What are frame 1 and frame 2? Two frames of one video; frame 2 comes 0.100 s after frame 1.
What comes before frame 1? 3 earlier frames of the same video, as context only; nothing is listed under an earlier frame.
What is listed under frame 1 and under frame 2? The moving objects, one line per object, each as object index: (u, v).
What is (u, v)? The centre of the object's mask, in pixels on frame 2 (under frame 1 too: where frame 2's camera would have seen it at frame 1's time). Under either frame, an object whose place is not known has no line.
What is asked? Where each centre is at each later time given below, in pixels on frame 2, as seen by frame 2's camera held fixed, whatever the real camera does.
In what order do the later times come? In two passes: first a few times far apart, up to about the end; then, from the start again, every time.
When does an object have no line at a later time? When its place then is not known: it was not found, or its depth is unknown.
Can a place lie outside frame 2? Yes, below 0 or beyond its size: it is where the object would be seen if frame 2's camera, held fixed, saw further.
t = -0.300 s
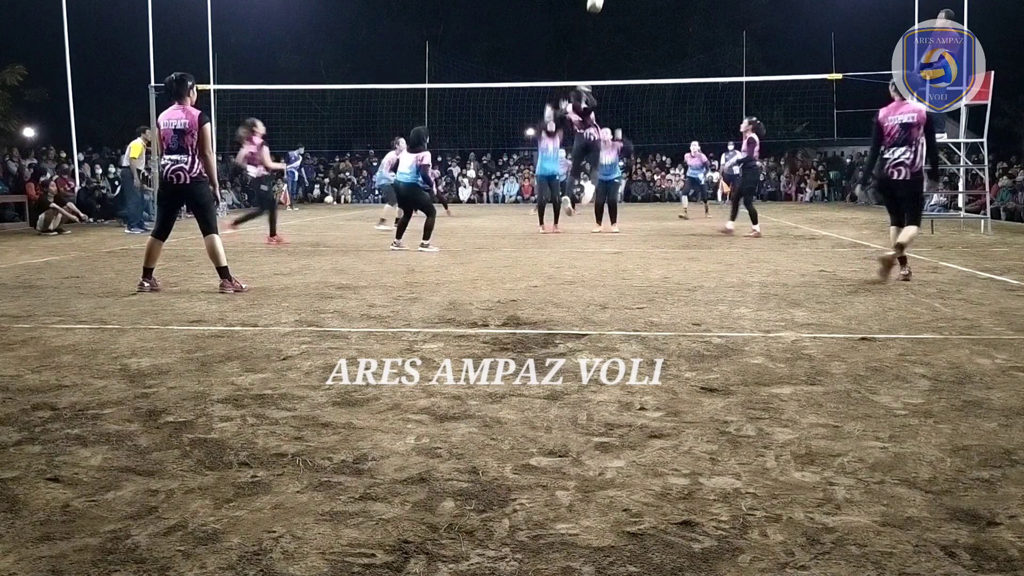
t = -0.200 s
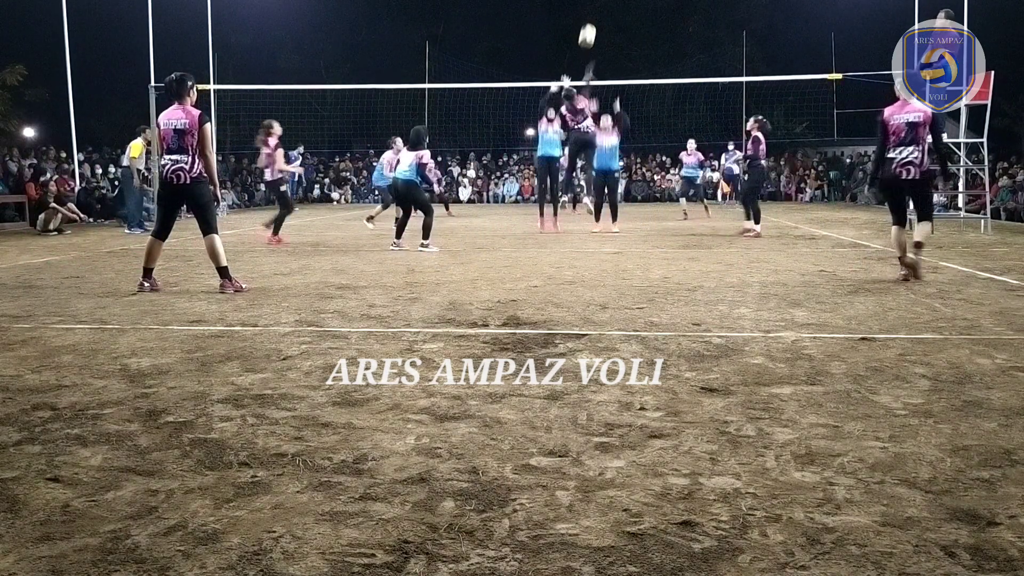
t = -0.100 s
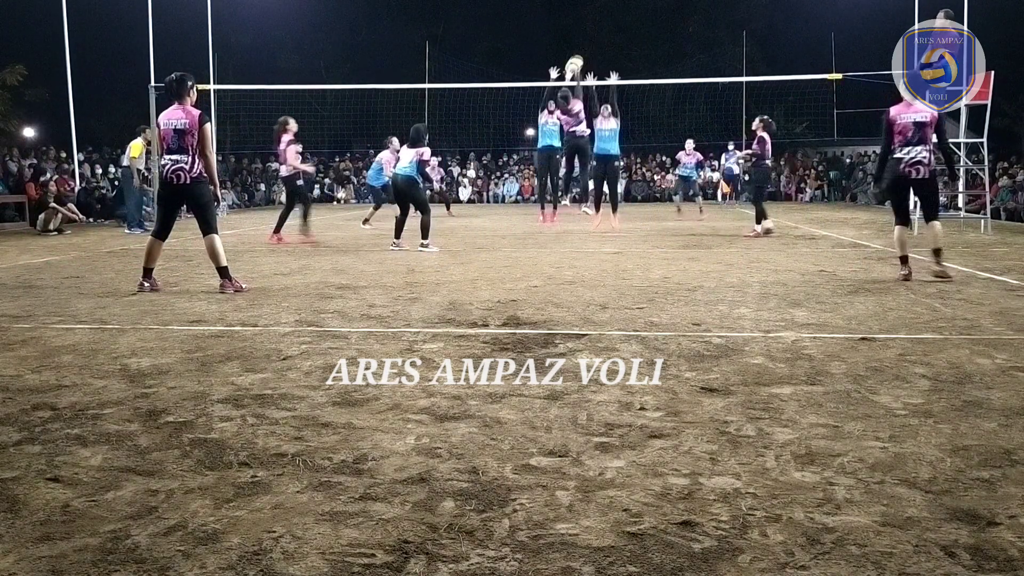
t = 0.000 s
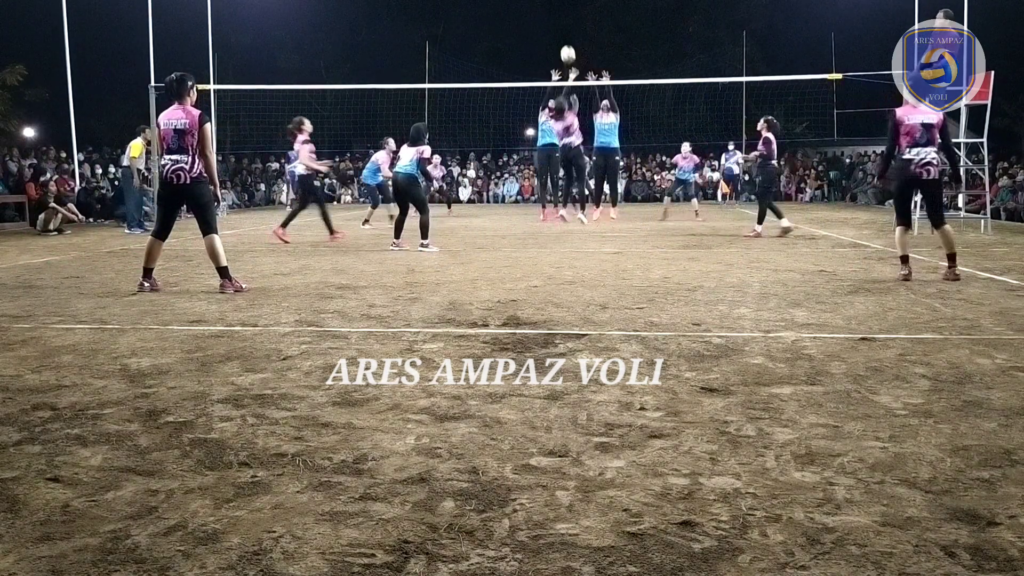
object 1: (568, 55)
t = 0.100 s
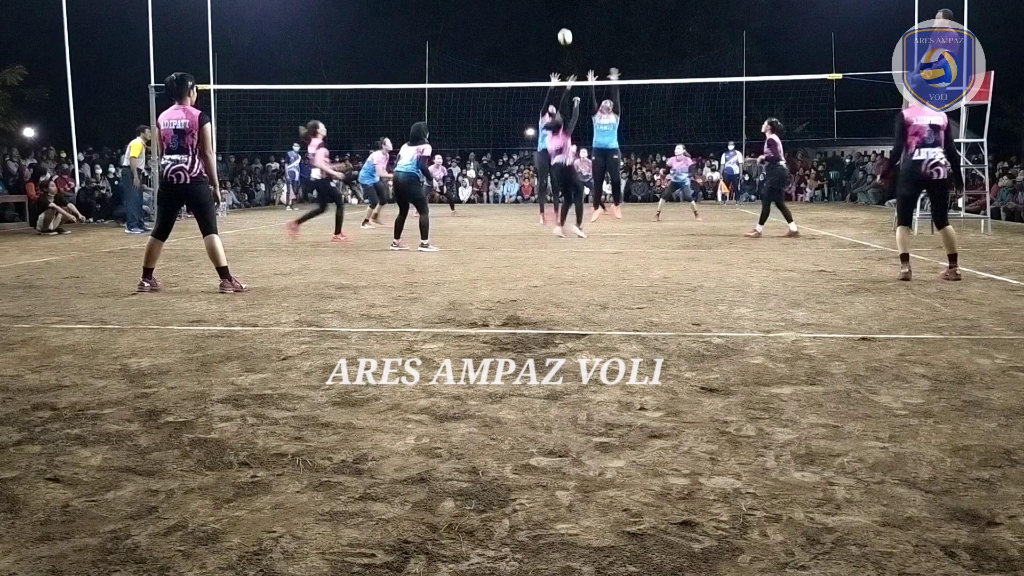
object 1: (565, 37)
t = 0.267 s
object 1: (560, 22)
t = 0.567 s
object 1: (553, 39)
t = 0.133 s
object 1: (564, 32)
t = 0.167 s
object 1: (563, 29)
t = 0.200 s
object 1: (562, 26)
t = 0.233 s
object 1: (561, 24)
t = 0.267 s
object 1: (560, 22)
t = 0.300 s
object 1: (559, 21)
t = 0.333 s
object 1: (558, 21)
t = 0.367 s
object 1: (557, 22)
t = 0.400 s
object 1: (557, 23)
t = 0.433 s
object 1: (556, 25)
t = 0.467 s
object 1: (555, 27)
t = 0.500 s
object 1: (554, 31)
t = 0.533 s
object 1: (553, 35)
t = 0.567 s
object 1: (553, 39)
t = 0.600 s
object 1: (552, 44)
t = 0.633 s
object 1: (551, 49)
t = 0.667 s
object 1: (551, 55)
